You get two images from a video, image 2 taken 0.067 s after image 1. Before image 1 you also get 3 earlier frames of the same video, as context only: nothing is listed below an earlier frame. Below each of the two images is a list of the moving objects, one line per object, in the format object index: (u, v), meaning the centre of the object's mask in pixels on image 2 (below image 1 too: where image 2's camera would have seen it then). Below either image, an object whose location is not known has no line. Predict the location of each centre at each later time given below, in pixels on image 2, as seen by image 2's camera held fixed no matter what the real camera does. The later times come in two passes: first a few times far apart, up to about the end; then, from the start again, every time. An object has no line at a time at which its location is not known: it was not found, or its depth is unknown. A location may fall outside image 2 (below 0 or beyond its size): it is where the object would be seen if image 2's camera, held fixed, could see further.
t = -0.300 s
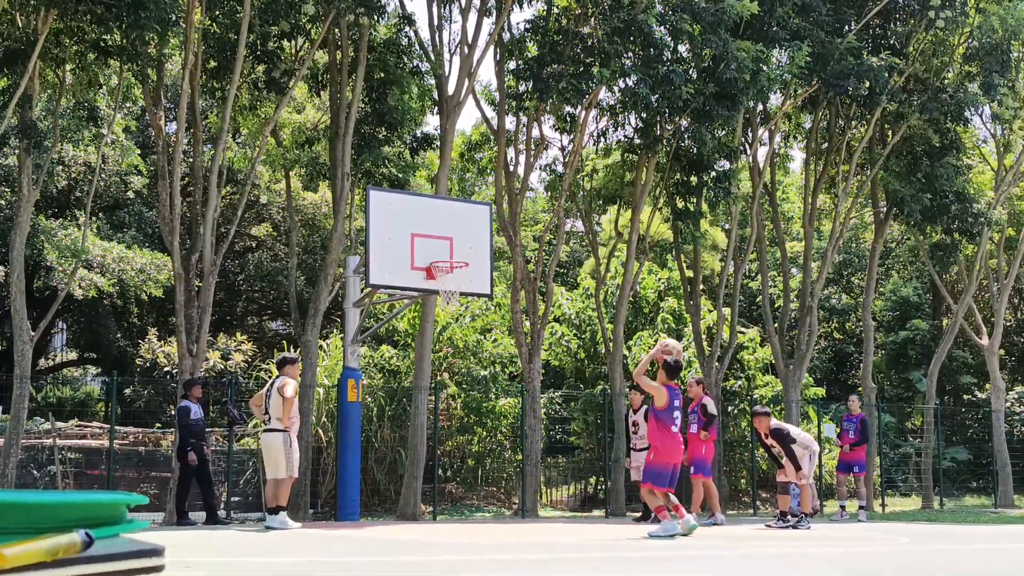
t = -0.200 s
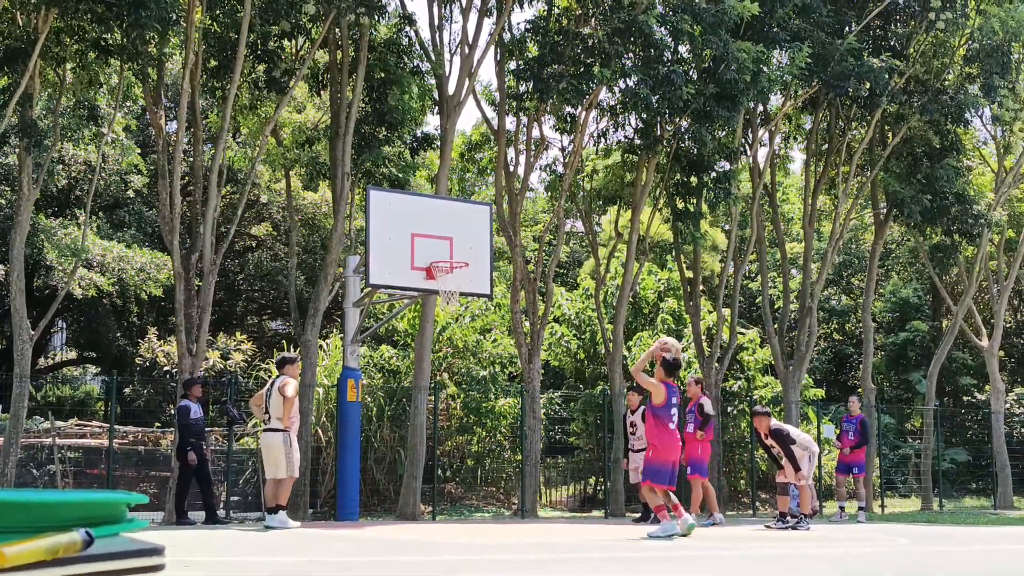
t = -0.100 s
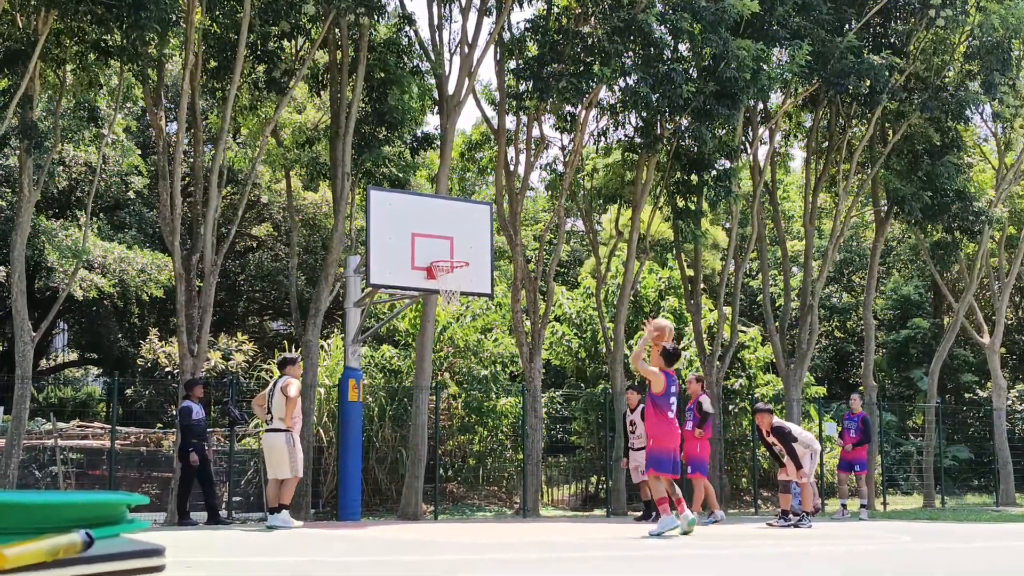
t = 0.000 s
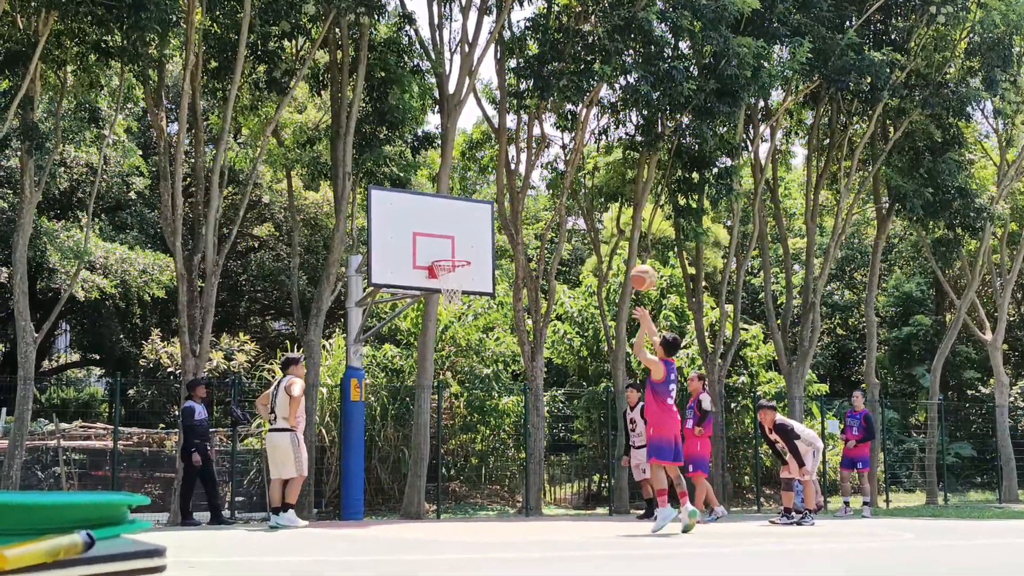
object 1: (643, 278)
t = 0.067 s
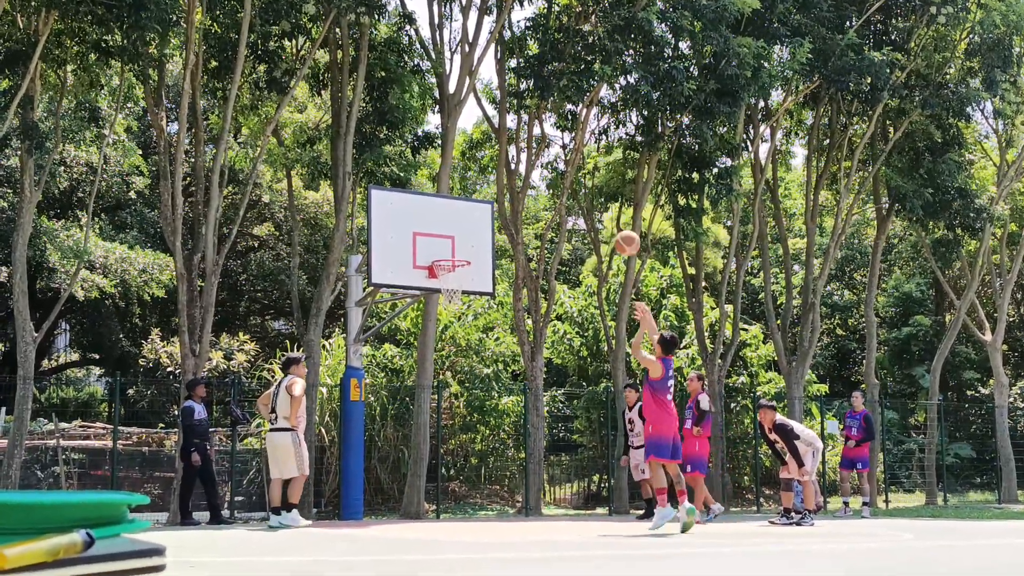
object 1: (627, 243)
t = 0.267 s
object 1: (585, 173)
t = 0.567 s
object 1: (530, 147)
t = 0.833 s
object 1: (488, 189)
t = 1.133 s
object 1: (450, 292)
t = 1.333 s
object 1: (437, 341)
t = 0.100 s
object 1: (620, 228)
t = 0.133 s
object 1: (612, 214)
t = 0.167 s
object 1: (605, 201)
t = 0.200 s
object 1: (599, 191)
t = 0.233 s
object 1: (592, 181)
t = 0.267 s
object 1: (585, 173)
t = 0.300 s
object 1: (579, 165)
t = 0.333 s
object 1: (573, 159)
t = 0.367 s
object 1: (566, 154)
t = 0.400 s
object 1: (560, 151)
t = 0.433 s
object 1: (553, 147)
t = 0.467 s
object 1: (547, 146)
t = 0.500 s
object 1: (542, 145)
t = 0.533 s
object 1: (536, 145)
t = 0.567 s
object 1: (530, 147)
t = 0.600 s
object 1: (525, 149)
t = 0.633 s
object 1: (519, 151)
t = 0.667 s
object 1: (514, 156)
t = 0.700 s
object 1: (509, 161)
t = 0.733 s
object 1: (503, 166)
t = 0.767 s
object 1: (497, 174)
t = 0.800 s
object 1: (493, 181)
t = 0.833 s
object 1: (488, 189)
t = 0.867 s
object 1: (482, 199)
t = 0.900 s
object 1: (478, 209)
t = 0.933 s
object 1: (473, 220)
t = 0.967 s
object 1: (468, 232)
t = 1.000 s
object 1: (464, 244)
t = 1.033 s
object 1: (461, 254)
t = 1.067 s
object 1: (455, 272)
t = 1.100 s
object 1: (451, 284)
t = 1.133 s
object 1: (450, 292)
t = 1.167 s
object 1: (447, 297)
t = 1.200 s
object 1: (444, 302)
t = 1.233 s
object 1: (442, 310)
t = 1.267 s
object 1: (440, 320)
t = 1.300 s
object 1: (438, 331)
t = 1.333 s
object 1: (437, 341)
